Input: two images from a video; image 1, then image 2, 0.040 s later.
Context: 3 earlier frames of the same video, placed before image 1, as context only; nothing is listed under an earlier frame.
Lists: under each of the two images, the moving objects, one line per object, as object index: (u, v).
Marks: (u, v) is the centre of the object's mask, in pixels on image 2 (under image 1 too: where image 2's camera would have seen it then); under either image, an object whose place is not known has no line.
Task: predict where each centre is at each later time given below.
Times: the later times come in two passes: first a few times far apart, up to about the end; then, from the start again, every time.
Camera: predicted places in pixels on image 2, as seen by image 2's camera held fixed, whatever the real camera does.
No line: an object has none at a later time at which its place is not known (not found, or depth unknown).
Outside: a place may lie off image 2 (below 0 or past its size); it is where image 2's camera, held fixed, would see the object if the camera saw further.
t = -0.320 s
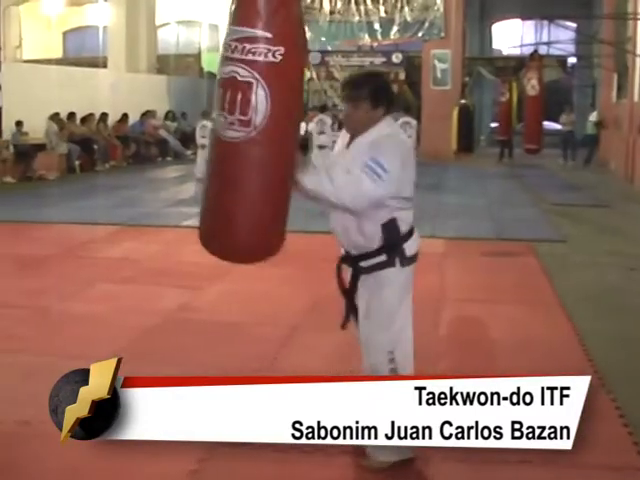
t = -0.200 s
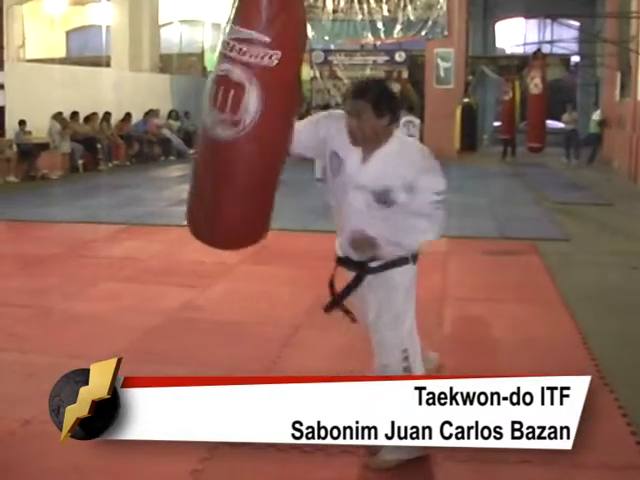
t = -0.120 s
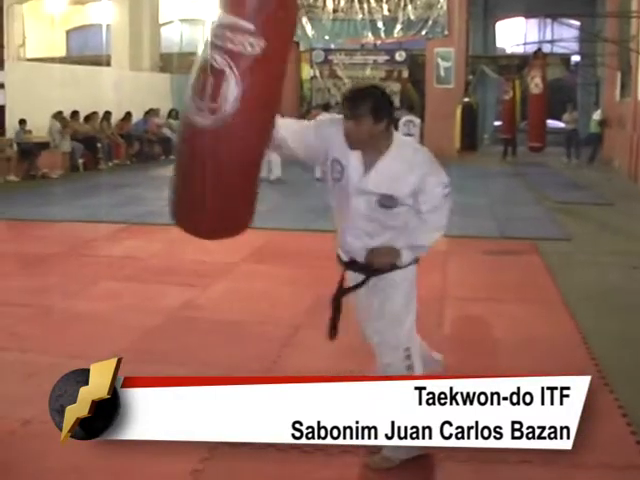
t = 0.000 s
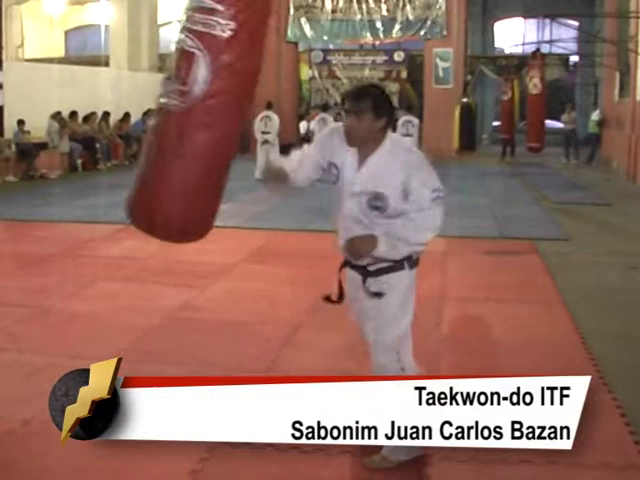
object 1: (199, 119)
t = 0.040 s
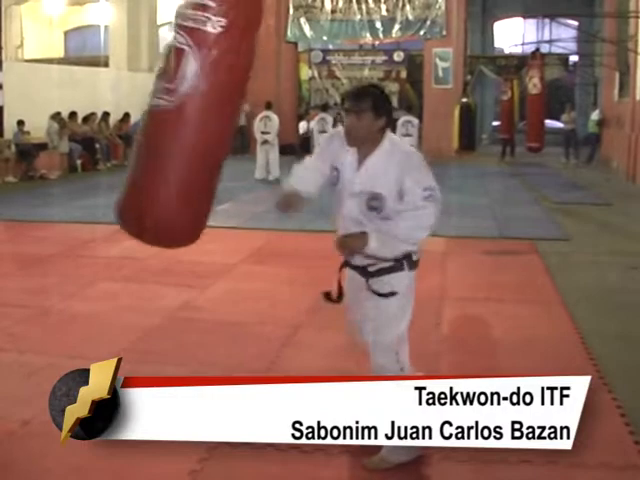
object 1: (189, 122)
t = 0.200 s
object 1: (179, 115)
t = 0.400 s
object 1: (207, 128)
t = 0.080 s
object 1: (183, 123)
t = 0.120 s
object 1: (180, 120)
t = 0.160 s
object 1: (179, 117)
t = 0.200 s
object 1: (179, 115)
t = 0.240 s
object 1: (181, 116)
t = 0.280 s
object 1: (184, 119)
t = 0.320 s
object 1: (190, 122)
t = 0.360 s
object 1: (199, 126)
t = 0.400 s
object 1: (207, 128)
